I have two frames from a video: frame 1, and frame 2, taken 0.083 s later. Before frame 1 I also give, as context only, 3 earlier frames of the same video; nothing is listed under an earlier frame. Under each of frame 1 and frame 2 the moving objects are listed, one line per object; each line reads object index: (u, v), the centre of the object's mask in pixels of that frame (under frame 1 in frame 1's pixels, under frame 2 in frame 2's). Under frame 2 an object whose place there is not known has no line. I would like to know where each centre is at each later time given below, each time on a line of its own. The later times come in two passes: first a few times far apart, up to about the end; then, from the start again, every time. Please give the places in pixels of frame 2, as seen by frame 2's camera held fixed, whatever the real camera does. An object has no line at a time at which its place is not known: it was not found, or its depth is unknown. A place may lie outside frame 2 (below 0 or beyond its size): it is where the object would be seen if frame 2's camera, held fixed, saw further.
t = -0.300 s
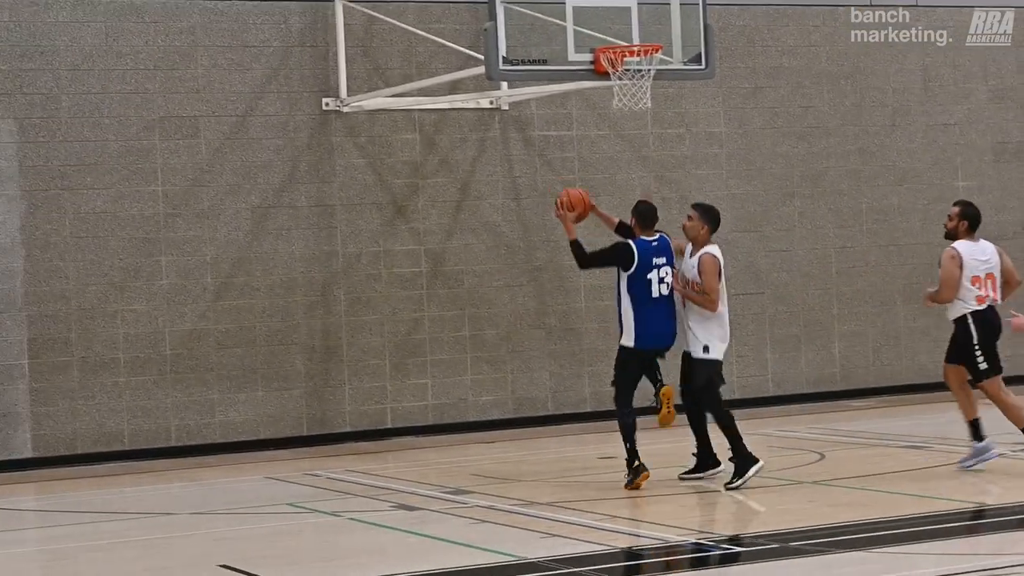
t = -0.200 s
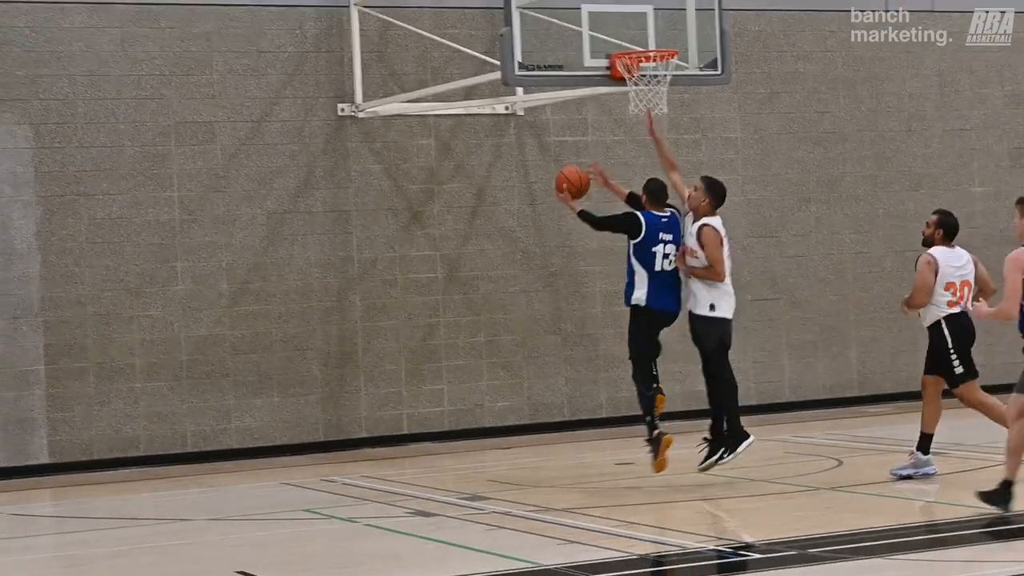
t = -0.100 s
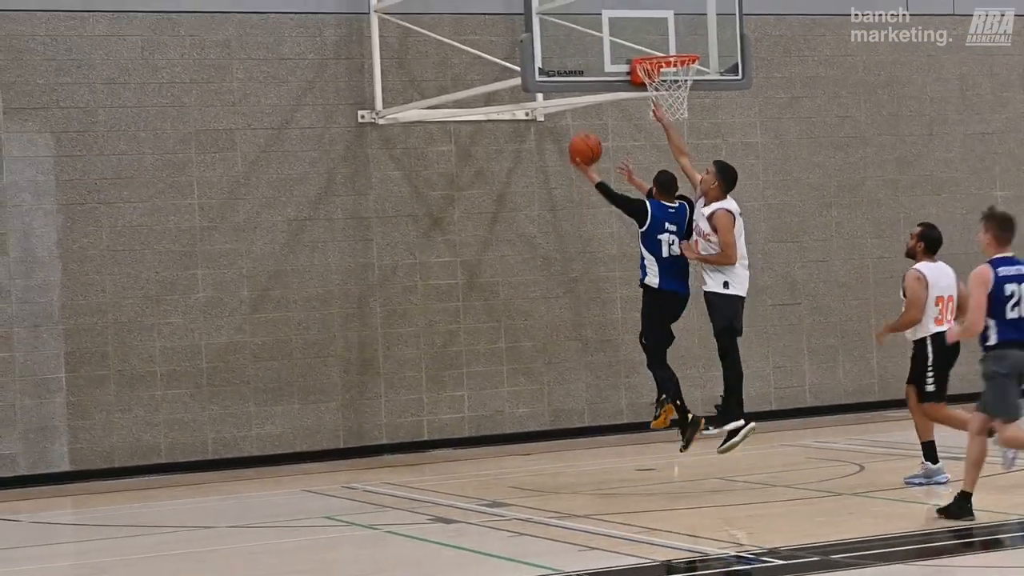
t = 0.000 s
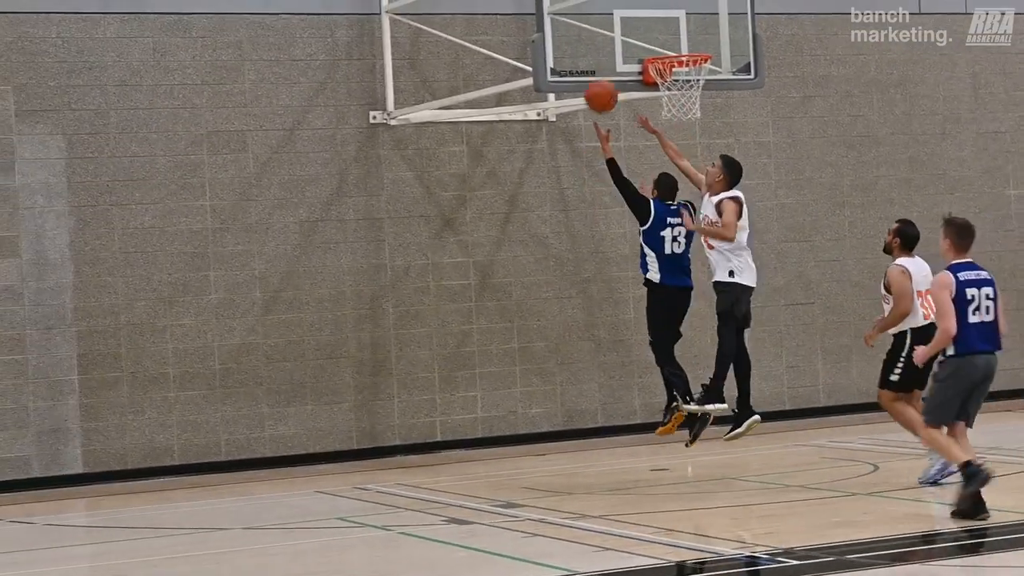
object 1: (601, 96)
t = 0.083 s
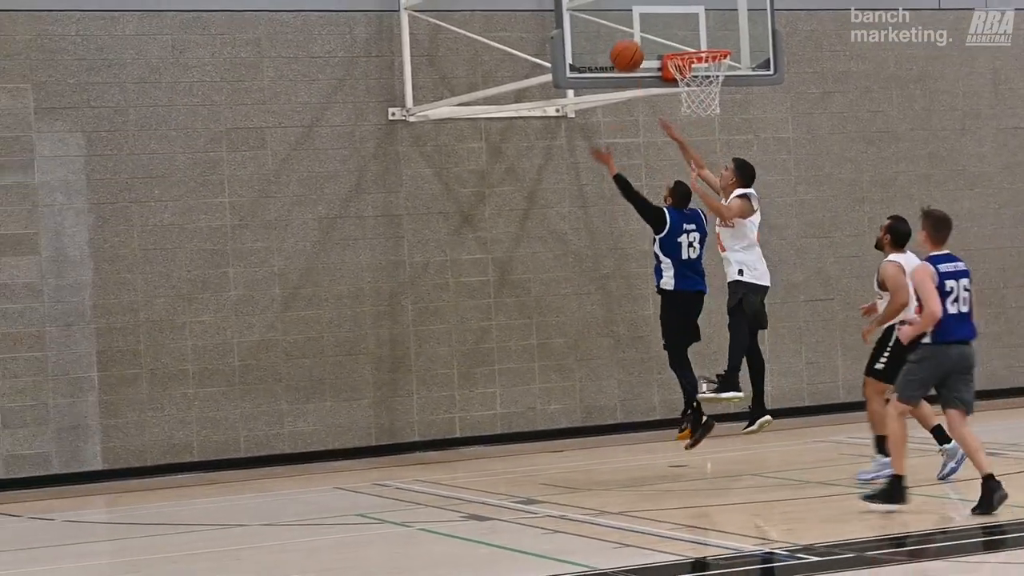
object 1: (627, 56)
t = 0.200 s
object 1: (635, 21)
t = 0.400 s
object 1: (656, 3)
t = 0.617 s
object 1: (696, 26)
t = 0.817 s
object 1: (711, 87)
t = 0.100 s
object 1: (628, 49)
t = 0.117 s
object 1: (629, 44)
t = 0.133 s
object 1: (630, 39)
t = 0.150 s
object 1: (632, 34)
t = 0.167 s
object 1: (633, 29)
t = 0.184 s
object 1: (634, 25)
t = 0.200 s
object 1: (635, 21)
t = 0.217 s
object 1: (637, 18)
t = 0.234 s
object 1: (638, 15)
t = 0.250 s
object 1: (640, 12)
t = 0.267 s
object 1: (641, 10)
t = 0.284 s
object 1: (643, 8)
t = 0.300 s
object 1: (644, 6)
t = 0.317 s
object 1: (646, 5)
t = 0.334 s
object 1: (647, 4)
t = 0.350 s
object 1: (649, 4)
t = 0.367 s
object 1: (651, 4)
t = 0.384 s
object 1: (653, 4)
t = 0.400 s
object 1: (656, 3)
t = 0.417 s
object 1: (659, 2)
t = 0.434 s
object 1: (662, 2)
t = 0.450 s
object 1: (665, 2)
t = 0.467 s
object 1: (668, 3)
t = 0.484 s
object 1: (671, 4)
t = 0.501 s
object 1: (674, 5)
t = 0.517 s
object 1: (677, 7)
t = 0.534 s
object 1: (680, 9)
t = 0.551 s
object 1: (683, 11)
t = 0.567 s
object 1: (686, 13)
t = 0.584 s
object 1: (689, 16)
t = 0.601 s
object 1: (693, 21)
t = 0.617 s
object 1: (696, 26)
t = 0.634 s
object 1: (700, 30)
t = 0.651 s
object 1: (703, 34)
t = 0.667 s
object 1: (706, 37)
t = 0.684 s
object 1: (710, 40)
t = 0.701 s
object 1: (713, 51)
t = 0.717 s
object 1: (715, 56)
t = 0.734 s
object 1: (715, 62)
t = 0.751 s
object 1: (717, 66)
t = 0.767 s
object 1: (714, 70)
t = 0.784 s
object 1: (714, 75)
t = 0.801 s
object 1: (713, 82)
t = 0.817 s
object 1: (711, 87)
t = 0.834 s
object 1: (710, 92)
